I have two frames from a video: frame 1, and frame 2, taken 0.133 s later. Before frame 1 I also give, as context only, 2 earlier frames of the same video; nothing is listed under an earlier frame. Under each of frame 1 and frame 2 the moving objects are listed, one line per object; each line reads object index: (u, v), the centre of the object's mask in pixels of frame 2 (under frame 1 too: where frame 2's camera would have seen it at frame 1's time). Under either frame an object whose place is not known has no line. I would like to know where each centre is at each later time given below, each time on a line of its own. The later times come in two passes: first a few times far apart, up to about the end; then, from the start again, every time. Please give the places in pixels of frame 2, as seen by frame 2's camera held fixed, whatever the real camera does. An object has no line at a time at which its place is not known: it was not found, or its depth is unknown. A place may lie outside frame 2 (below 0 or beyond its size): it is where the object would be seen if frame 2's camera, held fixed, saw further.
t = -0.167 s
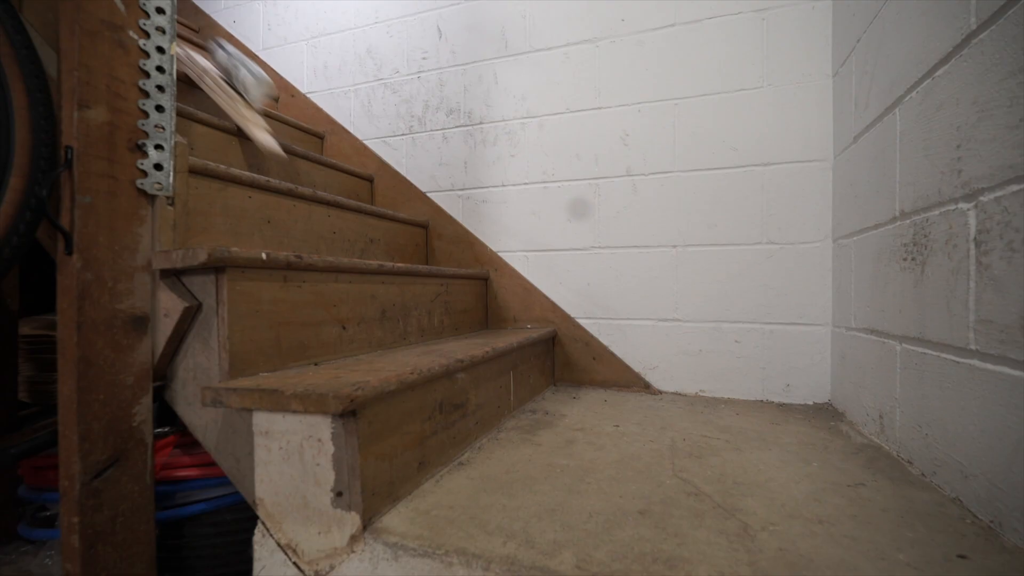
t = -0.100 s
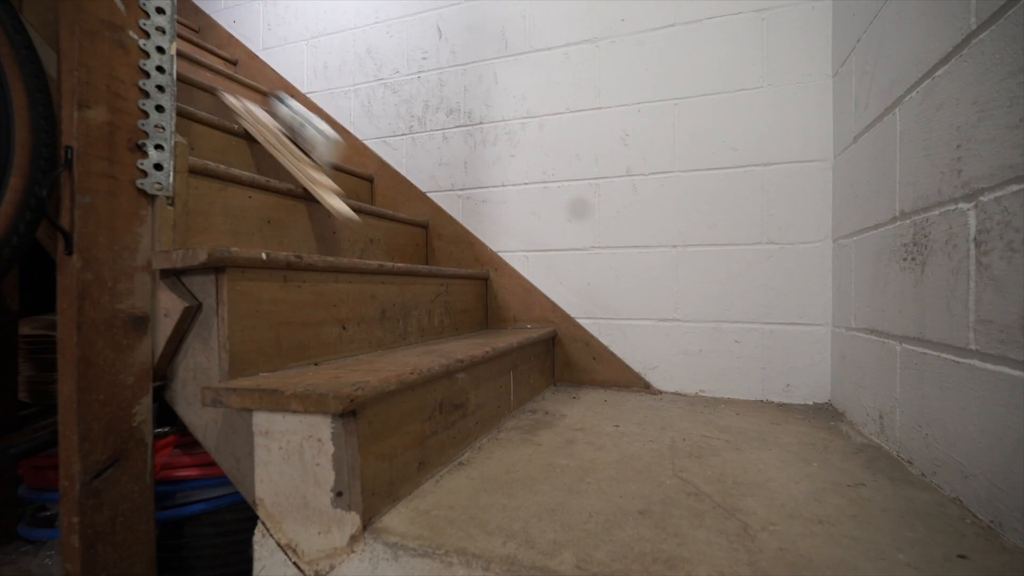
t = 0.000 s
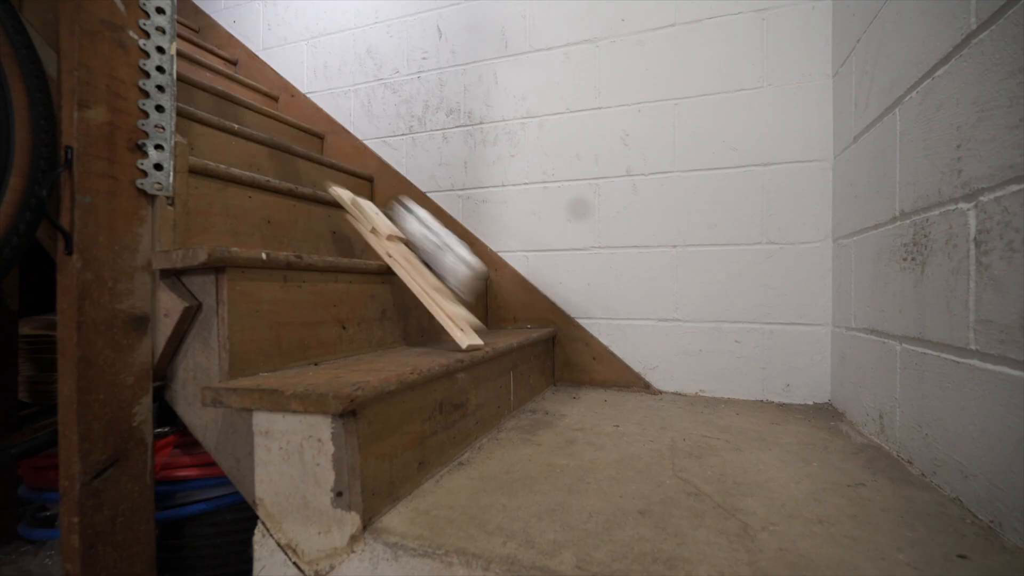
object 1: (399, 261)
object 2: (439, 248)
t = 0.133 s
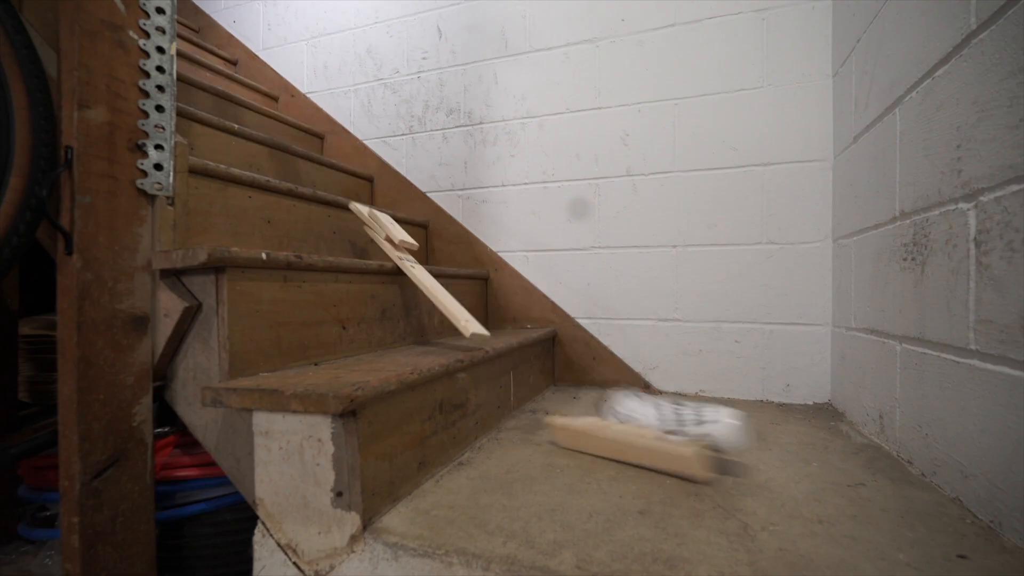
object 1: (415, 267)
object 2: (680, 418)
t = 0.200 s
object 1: (425, 272)
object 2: (834, 449)
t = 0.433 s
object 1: (452, 301)
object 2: (797, 435)
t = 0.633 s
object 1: (502, 355)
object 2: (758, 426)
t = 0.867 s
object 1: (618, 427)
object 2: (755, 424)
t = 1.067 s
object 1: (665, 461)
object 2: (756, 424)
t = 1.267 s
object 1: (666, 463)
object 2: (756, 424)
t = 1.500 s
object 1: (665, 462)
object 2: (756, 424)
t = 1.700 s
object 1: (665, 462)
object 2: (756, 424)
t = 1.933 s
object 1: (666, 463)
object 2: (756, 424)
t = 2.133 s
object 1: (665, 462)
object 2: (756, 424)
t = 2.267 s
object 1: (665, 463)
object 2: (756, 424)
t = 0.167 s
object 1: (421, 271)
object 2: (756, 440)
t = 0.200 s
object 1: (425, 272)
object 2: (834, 449)
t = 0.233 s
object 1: (430, 272)
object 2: (917, 472)
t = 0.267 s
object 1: (433, 272)
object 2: (855, 455)
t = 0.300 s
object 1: (437, 273)
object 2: (835, 447)
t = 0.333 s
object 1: (441, 276)
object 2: (819, 443)
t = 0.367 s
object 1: (445, 281)
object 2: (810, 445)
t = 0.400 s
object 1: (449, 290)
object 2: (804, 439)
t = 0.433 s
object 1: (452, 301)
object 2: (797, 435)
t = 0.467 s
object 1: (454, 308)
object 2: (791, 436)
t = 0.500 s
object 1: (462, 315)
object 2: (784, 434)
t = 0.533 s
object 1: (469, 323)
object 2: (777, 431)
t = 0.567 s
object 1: (479, 333)
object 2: (770, 429)
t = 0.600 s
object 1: (489, 342)
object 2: (763, 427)
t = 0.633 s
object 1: (502, 355)
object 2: (758, 426)
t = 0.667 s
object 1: (516, 366)
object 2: (756, 424)
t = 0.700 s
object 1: (532, 381)
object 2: (755, 424)
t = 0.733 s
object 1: (549, 391)
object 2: (755, 424)
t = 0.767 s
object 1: (566, 400)
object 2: (755, 424)
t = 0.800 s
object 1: (585, 411)
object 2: (755, 424)
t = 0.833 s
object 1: (602, 420)
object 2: (755, 424)
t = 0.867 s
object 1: (618, 427)
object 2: (755, 424)
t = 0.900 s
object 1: (638, 443)
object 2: (755, 424)
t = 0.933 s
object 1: (656, 453)
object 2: (756, 424)
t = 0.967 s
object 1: (665, 453)
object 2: (756, 424)
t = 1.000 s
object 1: (665, 454)
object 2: (756, 424)
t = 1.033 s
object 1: (665, 457)
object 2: (756, 424)
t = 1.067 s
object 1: (665, 461)
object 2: (756, 424)
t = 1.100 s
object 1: (665, 462)
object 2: (756, 424)
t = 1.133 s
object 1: (664, 462)
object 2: (756, 424)
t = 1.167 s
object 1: (663, 462)
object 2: (756, 424)
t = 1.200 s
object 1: (664, 462)
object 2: (756, 424)
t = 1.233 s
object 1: (666, 463)
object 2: (756, 424)
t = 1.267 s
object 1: (666, 463)
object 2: (756, 424)
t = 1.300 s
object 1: (665, 463)
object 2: (756, 424)
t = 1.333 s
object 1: (665, 462)
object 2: (756, 424)
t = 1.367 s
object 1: (664, 462)
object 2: (756, 424)
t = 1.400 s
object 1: (664, 462)
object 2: (756, 424)
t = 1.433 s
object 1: (664, 462)
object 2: (756, 424)
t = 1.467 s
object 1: (664, 462)
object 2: (756, 424)
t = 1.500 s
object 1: (665, 462)
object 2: (756, 424)
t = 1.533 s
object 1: (665, 463)
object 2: (756, 424)
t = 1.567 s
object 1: (666, 463)
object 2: (756, 424)
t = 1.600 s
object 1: (666, 463)
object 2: (756, 424)
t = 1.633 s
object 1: (666, 463)
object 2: (756, 424)
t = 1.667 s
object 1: (665, 463)
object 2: (756, 424)
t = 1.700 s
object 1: (665, 462)
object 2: (756, 424)
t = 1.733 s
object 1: (665, 462)
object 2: (756, 424)
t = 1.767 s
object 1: (664, 462)
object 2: (756, 424)
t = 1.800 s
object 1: (664, 462)
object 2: (756, 424)
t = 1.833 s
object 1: (665, 462)
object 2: (756, 424)
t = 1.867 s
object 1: (665, 462)
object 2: (756, 424)
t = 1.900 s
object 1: (665, 463)
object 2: (756, 424)
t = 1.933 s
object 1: (666, 463)
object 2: (756, 424)
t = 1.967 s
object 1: (666, 463)
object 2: (756, 424)
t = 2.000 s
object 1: (666, 463)
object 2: (756, 424)
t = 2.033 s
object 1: (666, 463)
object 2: (756, 424)
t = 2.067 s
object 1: (665, 462)
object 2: (756, 424)
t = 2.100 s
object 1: (665, 462)
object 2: (756, 424)
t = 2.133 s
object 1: (665, 462)
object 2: (756, 424)
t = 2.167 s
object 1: (664, 462)
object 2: (756, 424)
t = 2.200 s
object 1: (664, 462)
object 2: (756, 424)
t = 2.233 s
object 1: (665, 462)
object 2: (756, 424)
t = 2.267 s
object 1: (665, 463)
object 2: (756, 424)
